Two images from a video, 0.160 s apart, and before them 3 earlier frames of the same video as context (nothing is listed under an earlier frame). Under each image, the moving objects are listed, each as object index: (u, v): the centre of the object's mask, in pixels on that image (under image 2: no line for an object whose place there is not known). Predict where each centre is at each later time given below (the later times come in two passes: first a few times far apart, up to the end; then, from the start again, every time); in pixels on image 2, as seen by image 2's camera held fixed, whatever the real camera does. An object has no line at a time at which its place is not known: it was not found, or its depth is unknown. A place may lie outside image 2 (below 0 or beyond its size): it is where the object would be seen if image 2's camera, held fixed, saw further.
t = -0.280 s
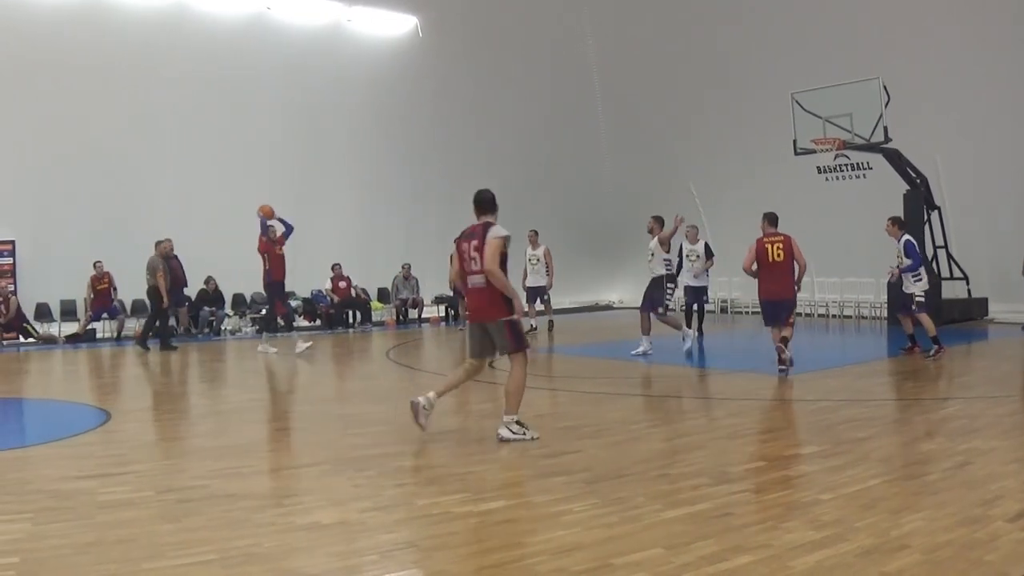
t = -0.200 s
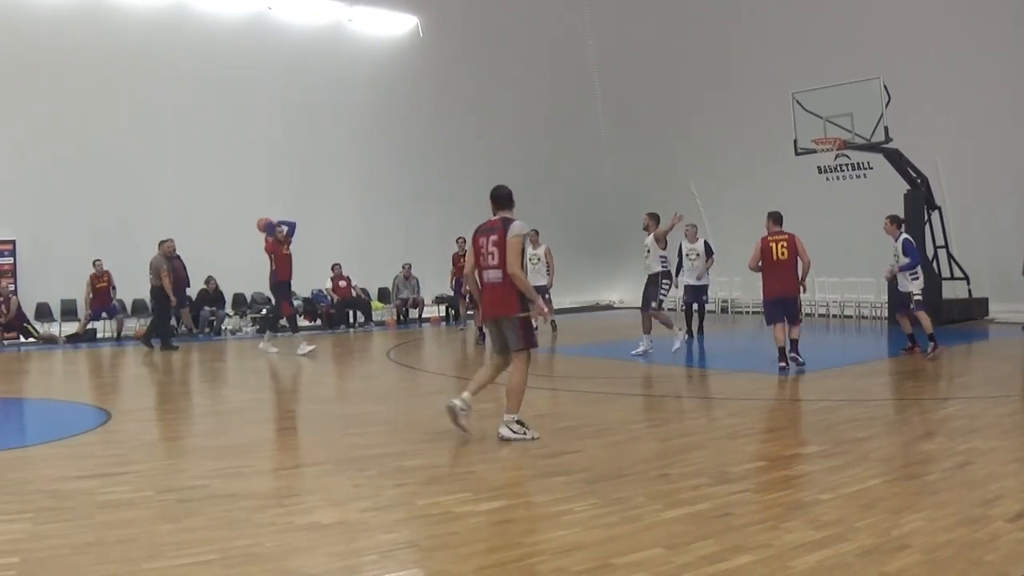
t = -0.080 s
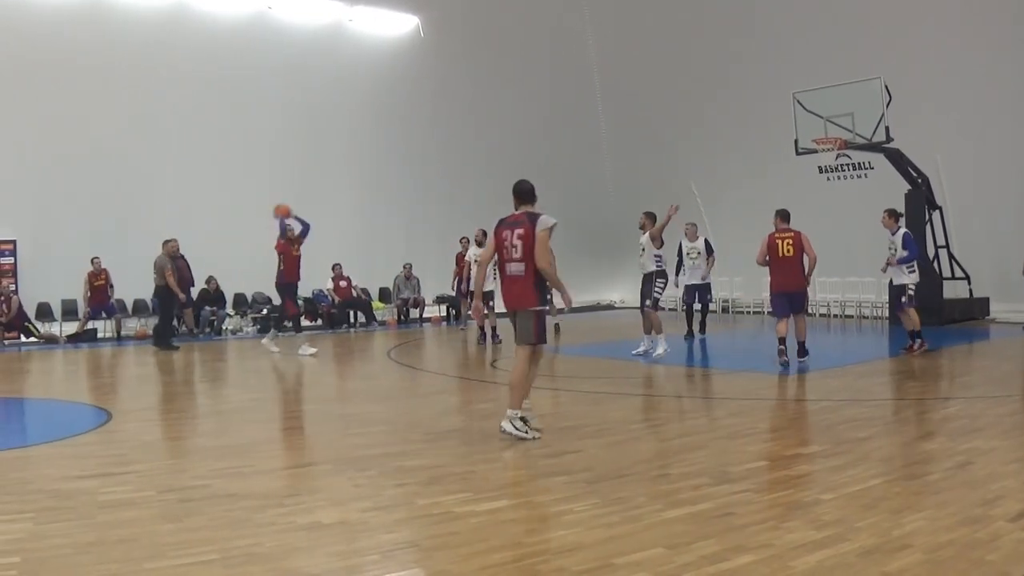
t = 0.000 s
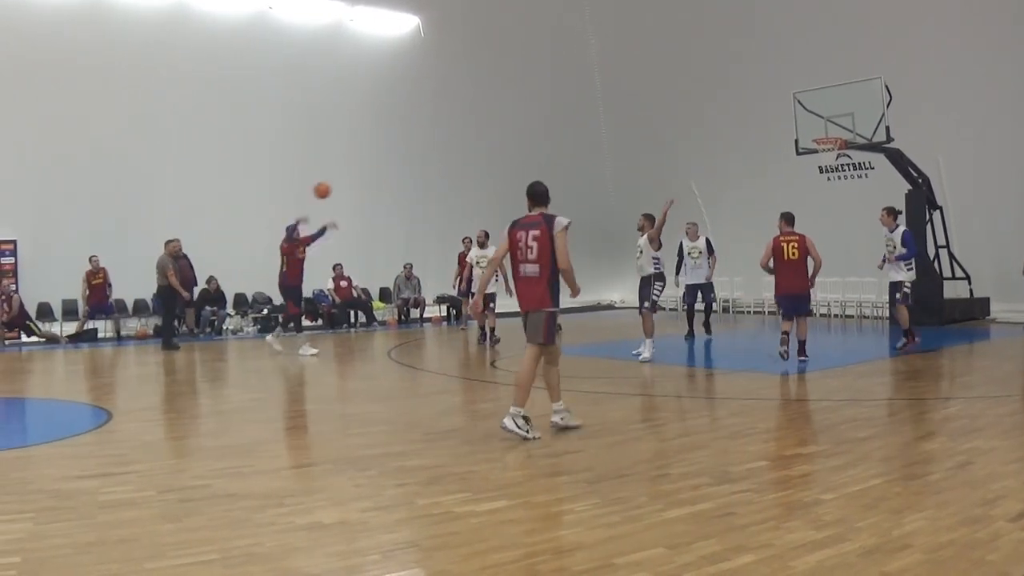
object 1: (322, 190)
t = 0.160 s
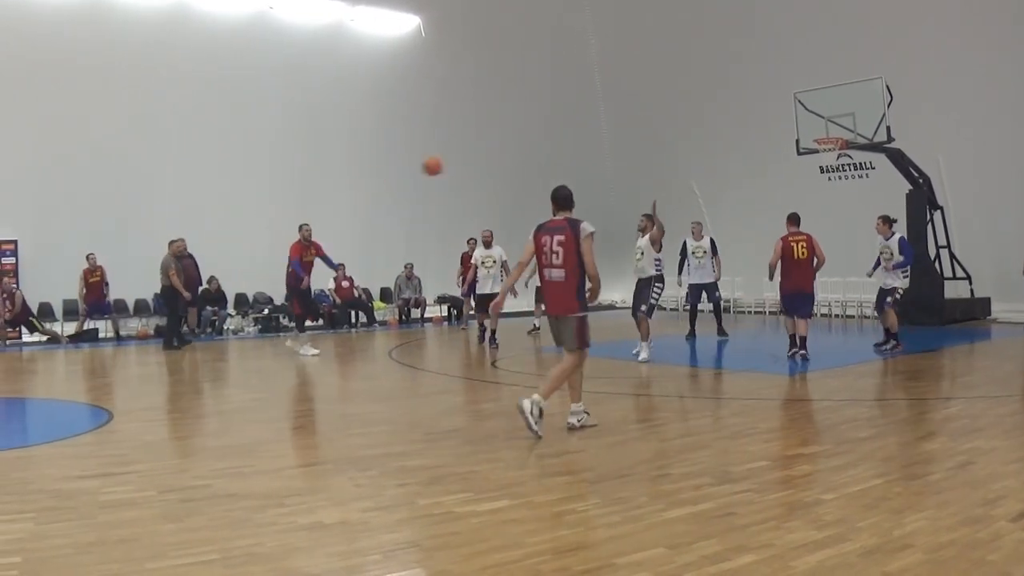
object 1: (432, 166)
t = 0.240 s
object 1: (497, 160)
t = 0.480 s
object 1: (744, 183)
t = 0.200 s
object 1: (464, 162)
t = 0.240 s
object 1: (497, 160)
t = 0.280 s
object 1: (533, 159)
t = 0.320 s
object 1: (570, 160)
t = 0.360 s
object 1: (610, 163)
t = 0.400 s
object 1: (653, 168)
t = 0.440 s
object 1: (698, 175)
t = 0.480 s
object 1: (744, 183)
